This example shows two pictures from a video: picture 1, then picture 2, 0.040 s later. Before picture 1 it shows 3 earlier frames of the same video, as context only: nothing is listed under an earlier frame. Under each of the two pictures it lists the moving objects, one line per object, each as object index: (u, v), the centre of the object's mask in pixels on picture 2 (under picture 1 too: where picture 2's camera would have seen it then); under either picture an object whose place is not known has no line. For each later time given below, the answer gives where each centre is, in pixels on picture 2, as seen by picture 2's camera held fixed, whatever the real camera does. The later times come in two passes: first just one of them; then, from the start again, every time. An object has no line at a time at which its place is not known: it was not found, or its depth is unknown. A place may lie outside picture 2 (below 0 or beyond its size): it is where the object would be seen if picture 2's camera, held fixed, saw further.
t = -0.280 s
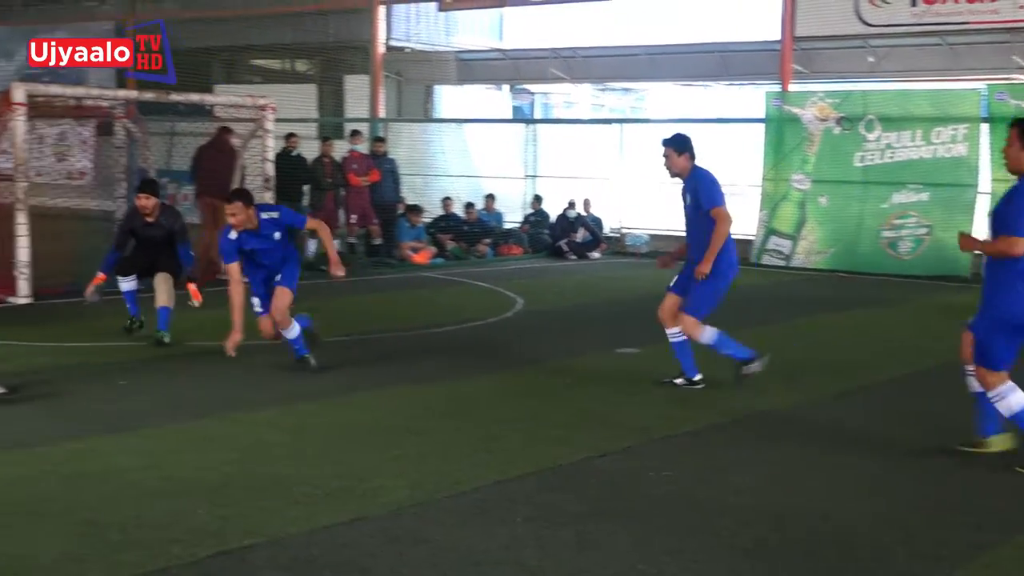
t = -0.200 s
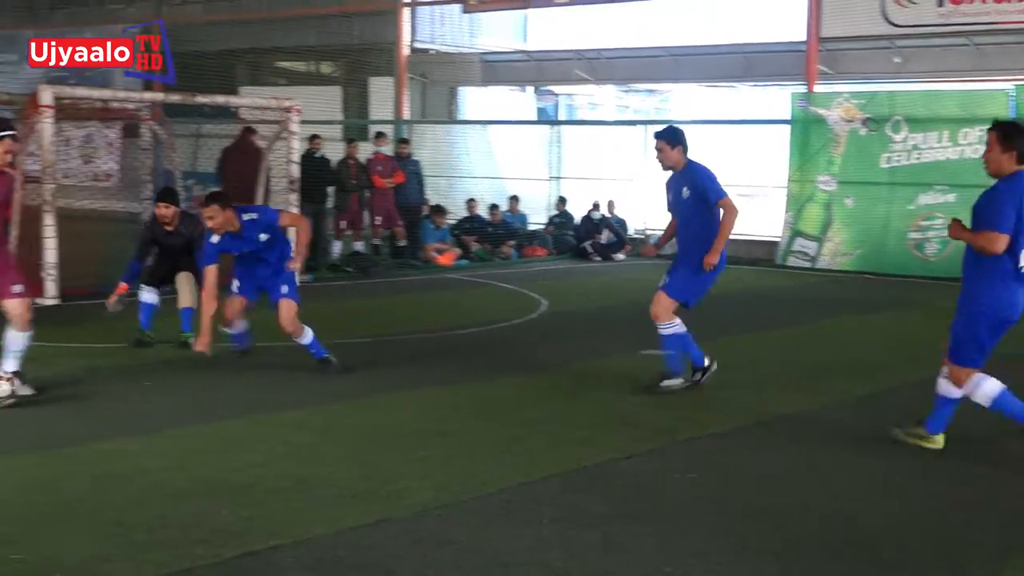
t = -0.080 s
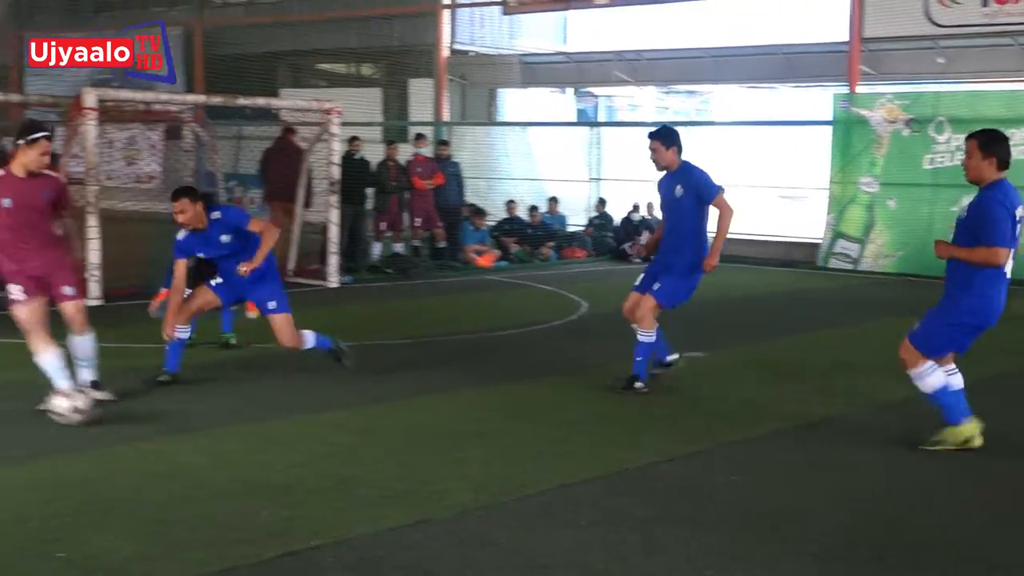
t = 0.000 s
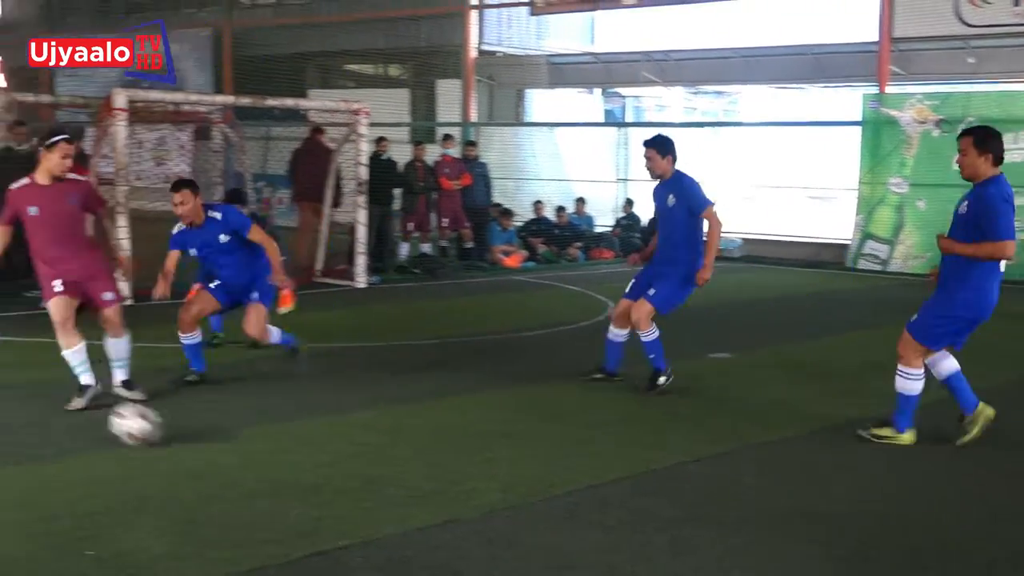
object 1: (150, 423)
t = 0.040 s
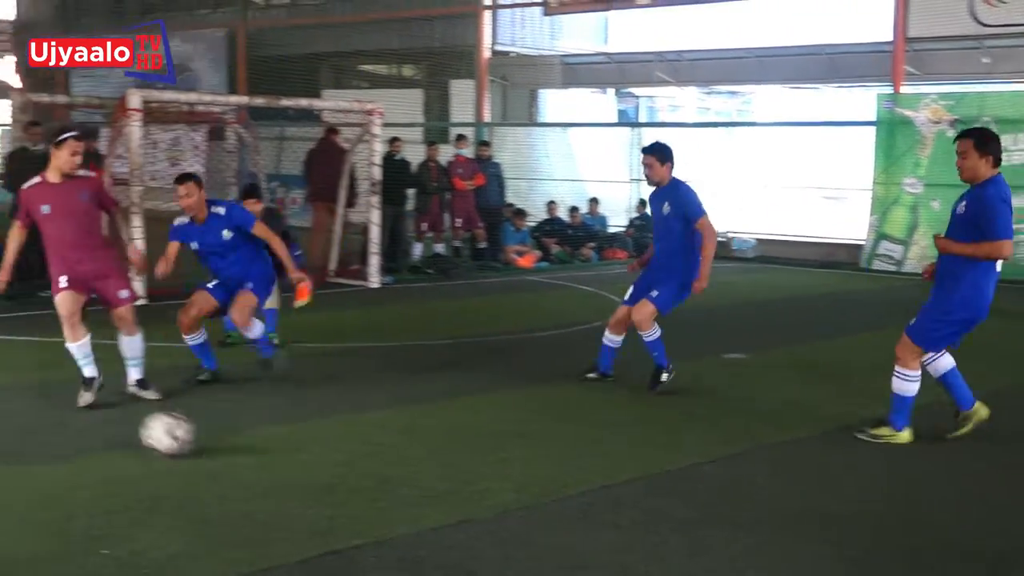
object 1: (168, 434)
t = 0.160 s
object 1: (225, 472)
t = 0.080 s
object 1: (187, 446)
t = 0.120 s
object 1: (206, 459)
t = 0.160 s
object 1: (225, 472)
